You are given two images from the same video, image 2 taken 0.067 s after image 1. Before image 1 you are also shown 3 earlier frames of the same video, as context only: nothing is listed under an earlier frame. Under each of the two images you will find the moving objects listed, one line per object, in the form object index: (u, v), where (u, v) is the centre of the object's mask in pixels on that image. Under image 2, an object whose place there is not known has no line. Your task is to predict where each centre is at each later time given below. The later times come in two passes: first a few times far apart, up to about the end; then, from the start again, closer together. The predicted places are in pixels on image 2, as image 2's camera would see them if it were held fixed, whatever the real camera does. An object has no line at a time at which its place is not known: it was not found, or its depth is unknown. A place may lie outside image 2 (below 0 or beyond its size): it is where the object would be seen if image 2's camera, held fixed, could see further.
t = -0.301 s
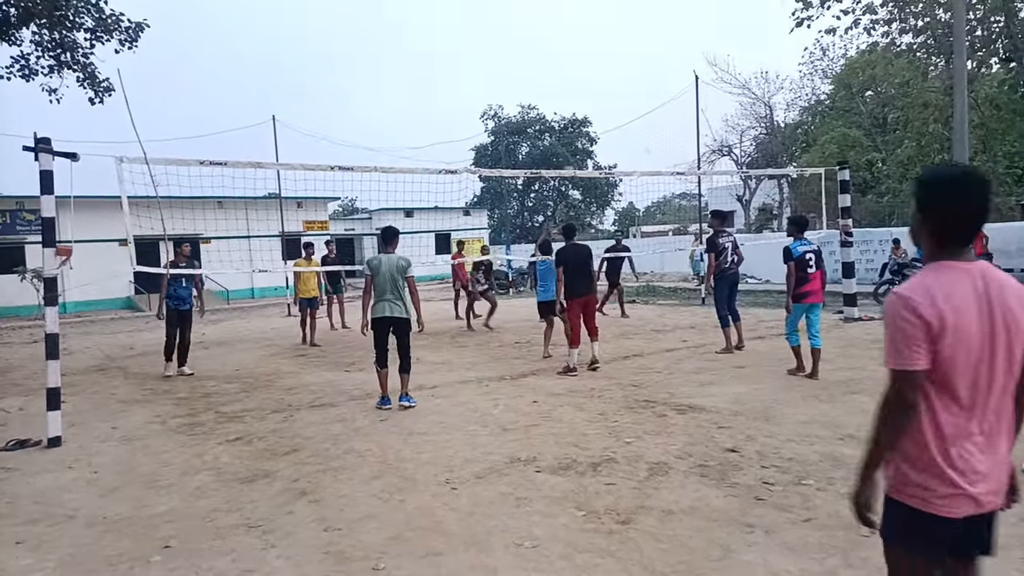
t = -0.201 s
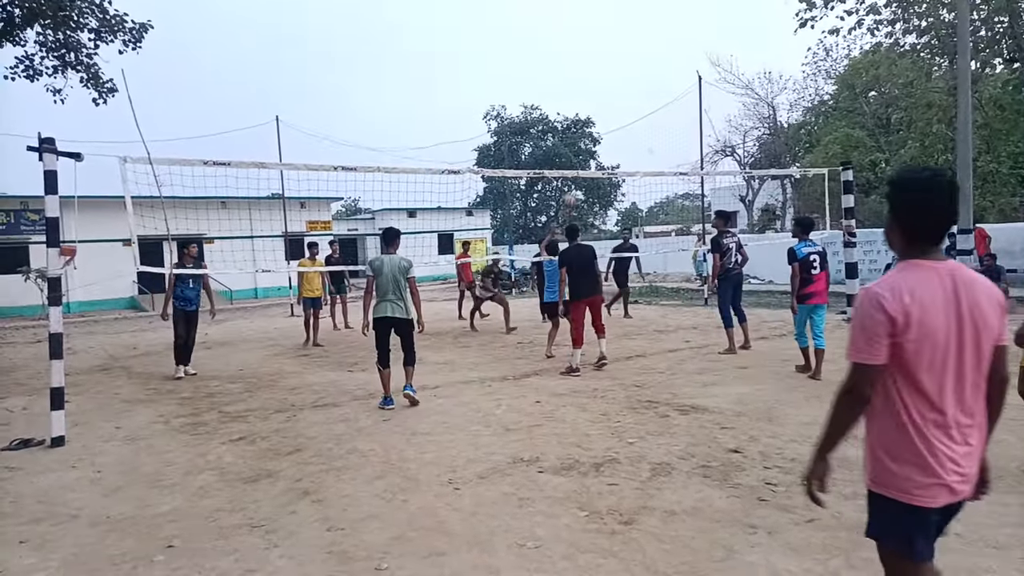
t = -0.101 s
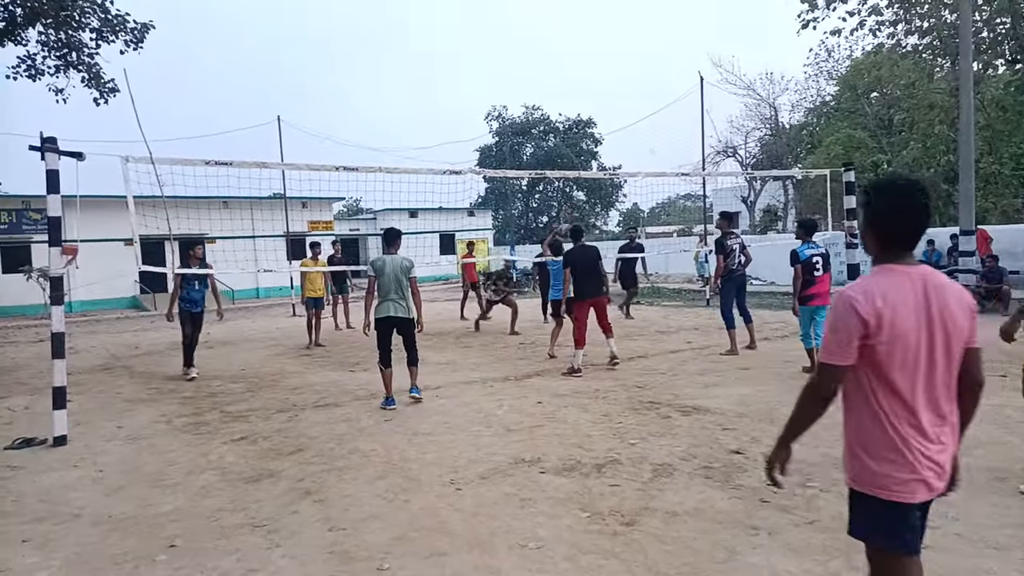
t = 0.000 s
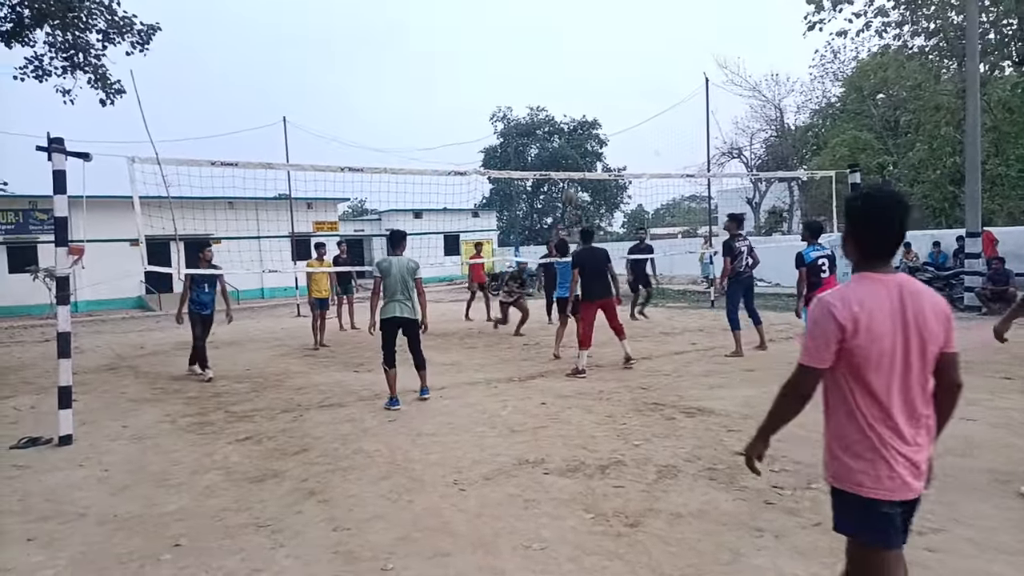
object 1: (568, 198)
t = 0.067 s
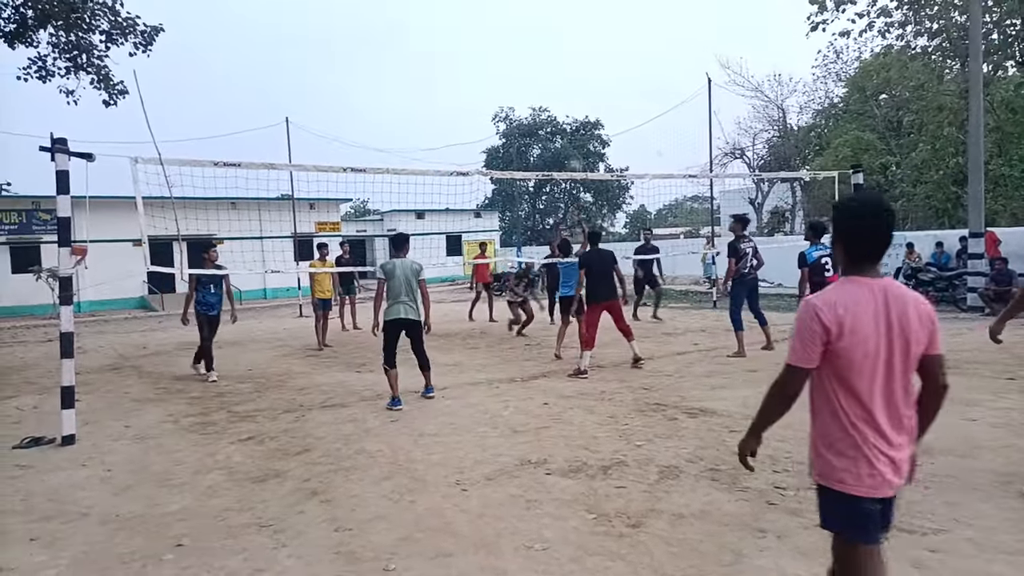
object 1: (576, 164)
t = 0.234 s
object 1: (578, 110)
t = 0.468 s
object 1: (584, 64)
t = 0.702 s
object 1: (592, 56)
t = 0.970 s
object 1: (602, 96)
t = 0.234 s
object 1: (578, 110)
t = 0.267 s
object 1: (579, 102)
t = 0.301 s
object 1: (579, 93)
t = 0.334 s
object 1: (580, 86)
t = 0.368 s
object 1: (581, 79)
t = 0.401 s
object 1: (582, 73)
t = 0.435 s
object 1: (583, 68)
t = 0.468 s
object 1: (584, 64)
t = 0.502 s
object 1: (585, 61)
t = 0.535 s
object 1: (586, 58)
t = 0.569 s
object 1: (587, 56)
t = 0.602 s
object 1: (588, 55)
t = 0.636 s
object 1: (589, 55)
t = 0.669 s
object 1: (591, 55)
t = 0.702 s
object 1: (592, 56)
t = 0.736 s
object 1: (593, 58)
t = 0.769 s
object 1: (594, 62)
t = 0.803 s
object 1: (595, 65)
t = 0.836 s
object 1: (596, 70)
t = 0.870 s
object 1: (598, 75)
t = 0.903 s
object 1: (599, 81)
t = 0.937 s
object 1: (601, 88)
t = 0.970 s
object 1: (602, 96)
